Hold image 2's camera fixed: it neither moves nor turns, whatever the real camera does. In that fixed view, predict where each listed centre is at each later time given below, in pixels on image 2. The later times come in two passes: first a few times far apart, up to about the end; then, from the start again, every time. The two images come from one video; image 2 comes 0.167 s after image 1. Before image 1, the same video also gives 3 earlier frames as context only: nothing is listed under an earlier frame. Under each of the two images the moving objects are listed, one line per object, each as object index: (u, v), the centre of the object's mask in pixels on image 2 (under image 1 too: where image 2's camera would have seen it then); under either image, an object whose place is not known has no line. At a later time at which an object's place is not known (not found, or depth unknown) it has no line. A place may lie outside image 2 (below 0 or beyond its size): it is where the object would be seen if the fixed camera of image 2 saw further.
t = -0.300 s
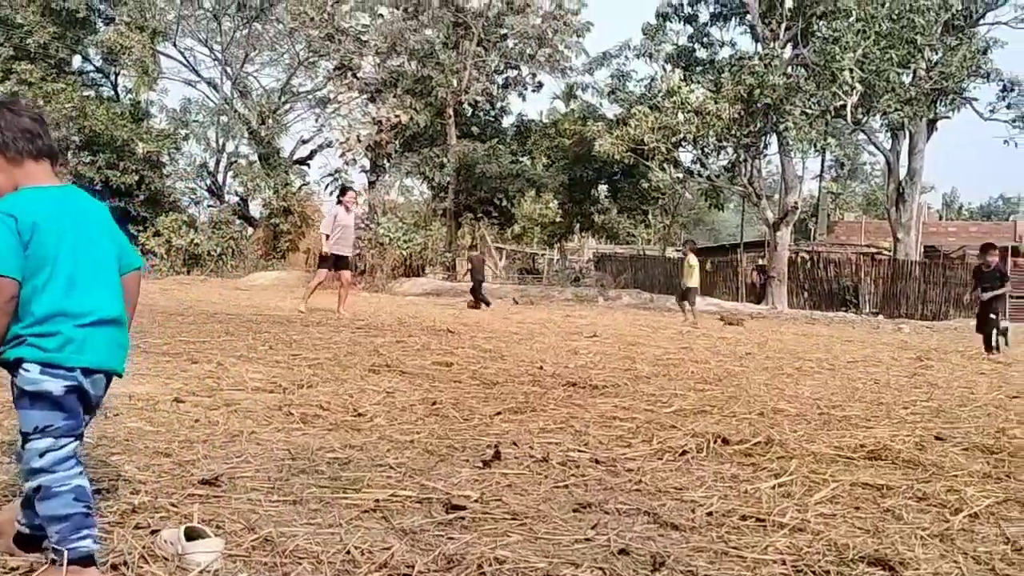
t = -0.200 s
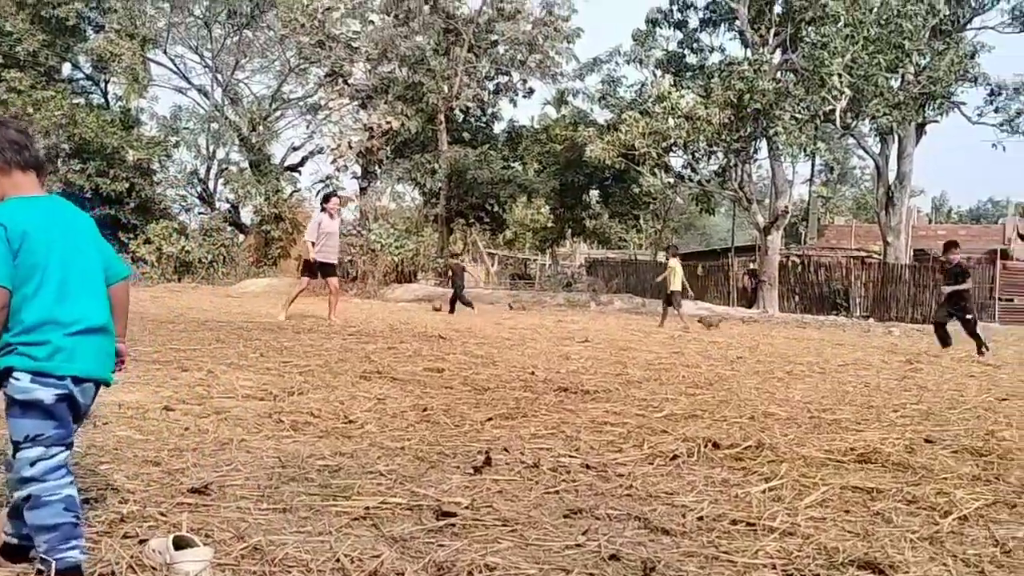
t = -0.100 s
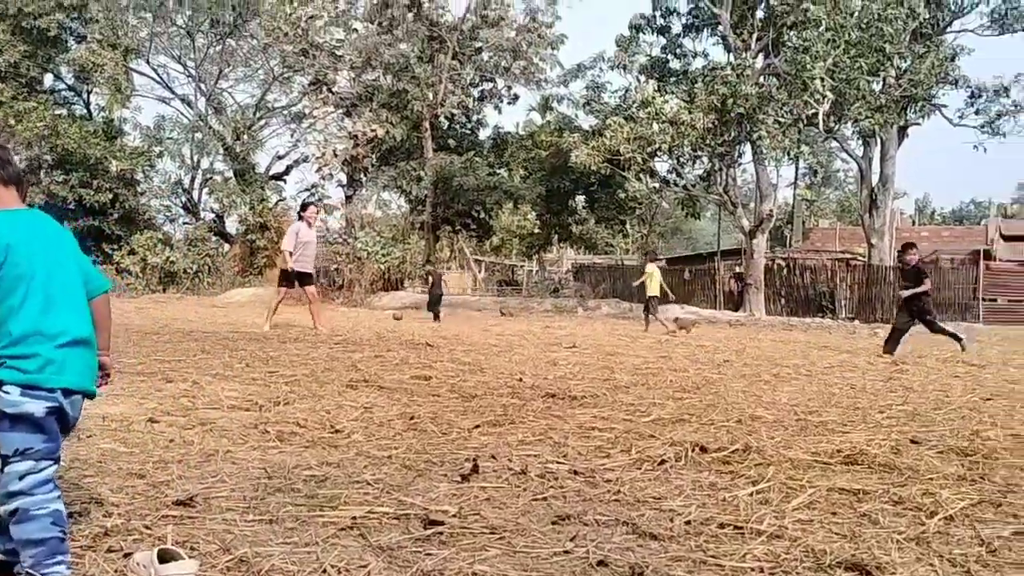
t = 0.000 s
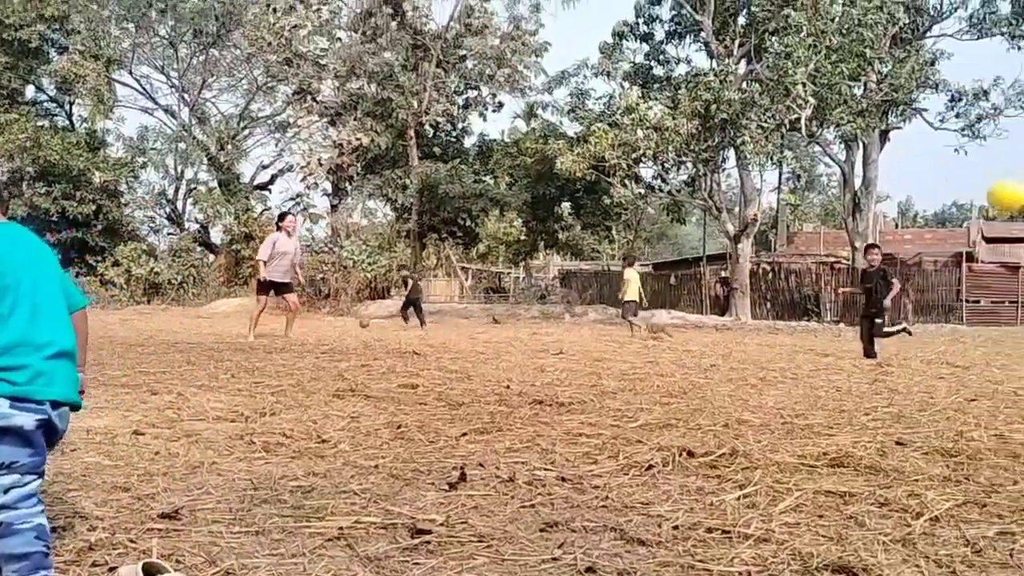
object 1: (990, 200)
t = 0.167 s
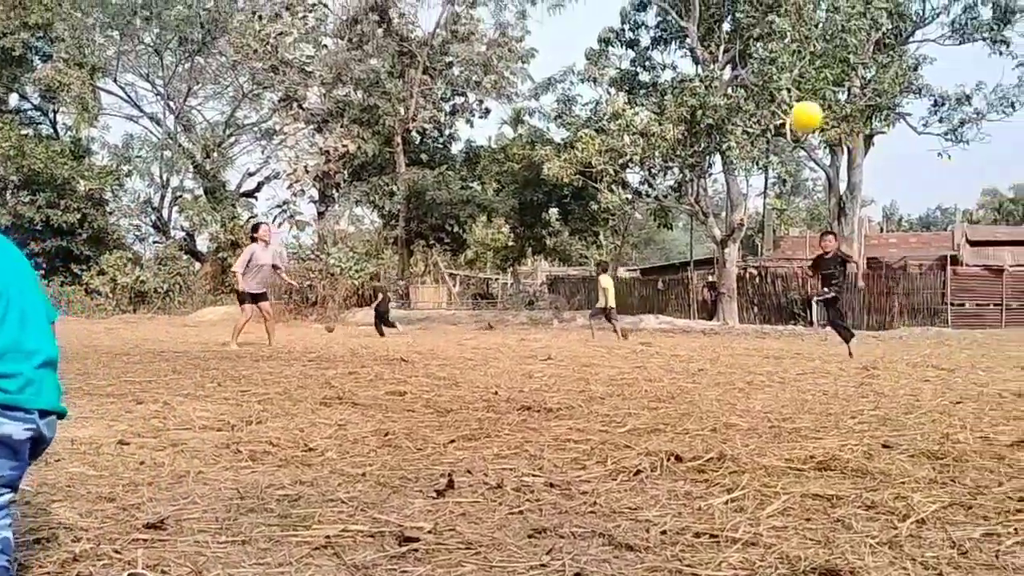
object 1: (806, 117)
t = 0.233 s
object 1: (743, 96)
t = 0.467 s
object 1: (564, 69)
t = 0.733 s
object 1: (405, 98)
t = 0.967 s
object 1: (293, 169)
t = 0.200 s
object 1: (773, 105)
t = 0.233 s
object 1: (743, 96)
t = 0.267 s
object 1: (714, 87)
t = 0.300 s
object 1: (688, 82)
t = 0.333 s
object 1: (660, 76)
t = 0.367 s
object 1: (635, 72)
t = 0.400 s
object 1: (610, 70)
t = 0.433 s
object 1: (586, 68)
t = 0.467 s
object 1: (564, 69)
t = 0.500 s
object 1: (541, 69)
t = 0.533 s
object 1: (520, 70)
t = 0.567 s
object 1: (500, 73)
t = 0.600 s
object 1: (479, 75)
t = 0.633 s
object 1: (459, 78)
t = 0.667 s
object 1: (441, 84)
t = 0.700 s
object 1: (423, 92)
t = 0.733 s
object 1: (405, 98)
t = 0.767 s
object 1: (389, 106)
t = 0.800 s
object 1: (370, 115)
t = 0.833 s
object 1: (352, 124)
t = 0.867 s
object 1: (337, 133)
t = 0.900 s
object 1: (322, 144)
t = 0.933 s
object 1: (306, 155)
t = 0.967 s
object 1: (293, 169)
